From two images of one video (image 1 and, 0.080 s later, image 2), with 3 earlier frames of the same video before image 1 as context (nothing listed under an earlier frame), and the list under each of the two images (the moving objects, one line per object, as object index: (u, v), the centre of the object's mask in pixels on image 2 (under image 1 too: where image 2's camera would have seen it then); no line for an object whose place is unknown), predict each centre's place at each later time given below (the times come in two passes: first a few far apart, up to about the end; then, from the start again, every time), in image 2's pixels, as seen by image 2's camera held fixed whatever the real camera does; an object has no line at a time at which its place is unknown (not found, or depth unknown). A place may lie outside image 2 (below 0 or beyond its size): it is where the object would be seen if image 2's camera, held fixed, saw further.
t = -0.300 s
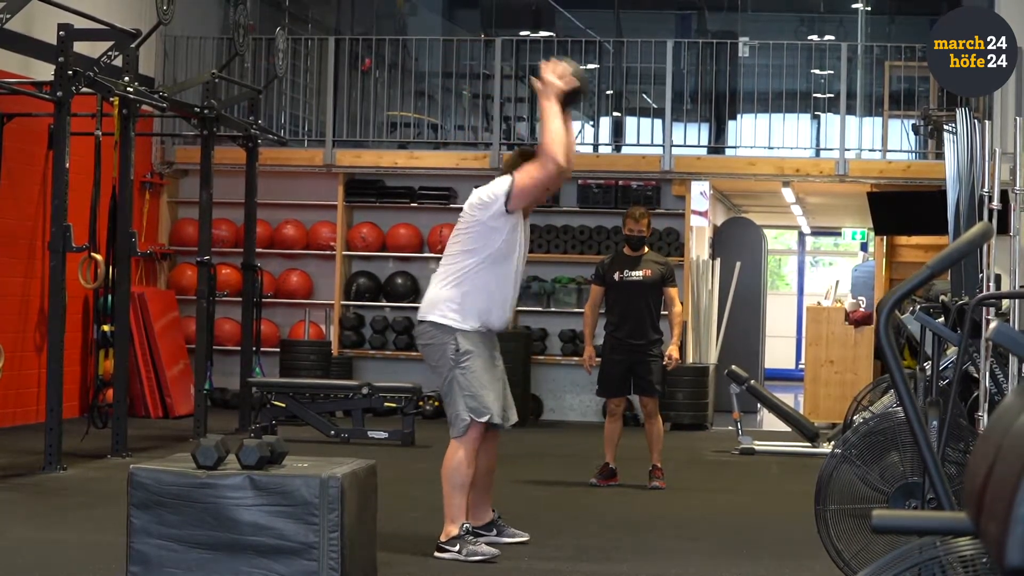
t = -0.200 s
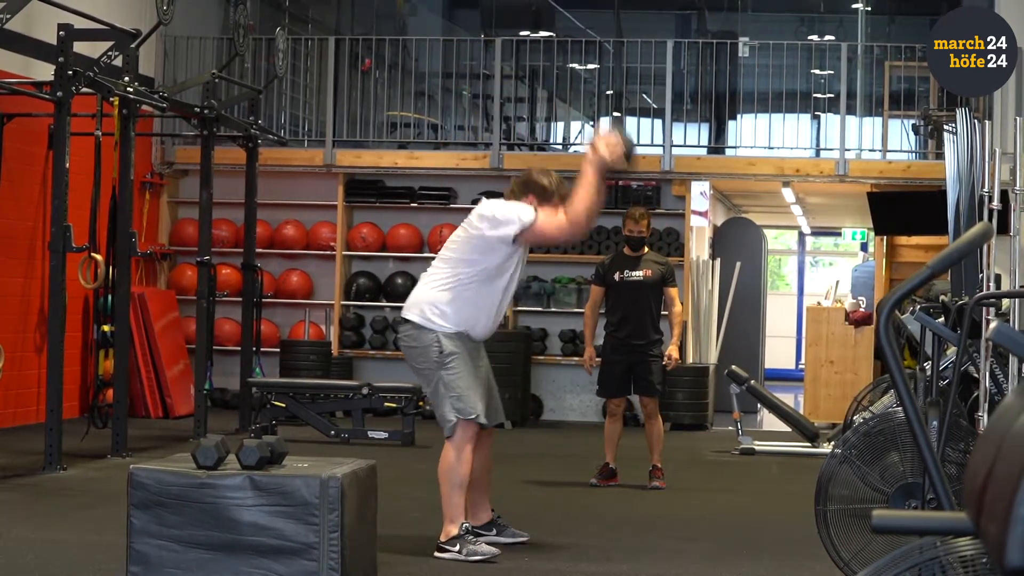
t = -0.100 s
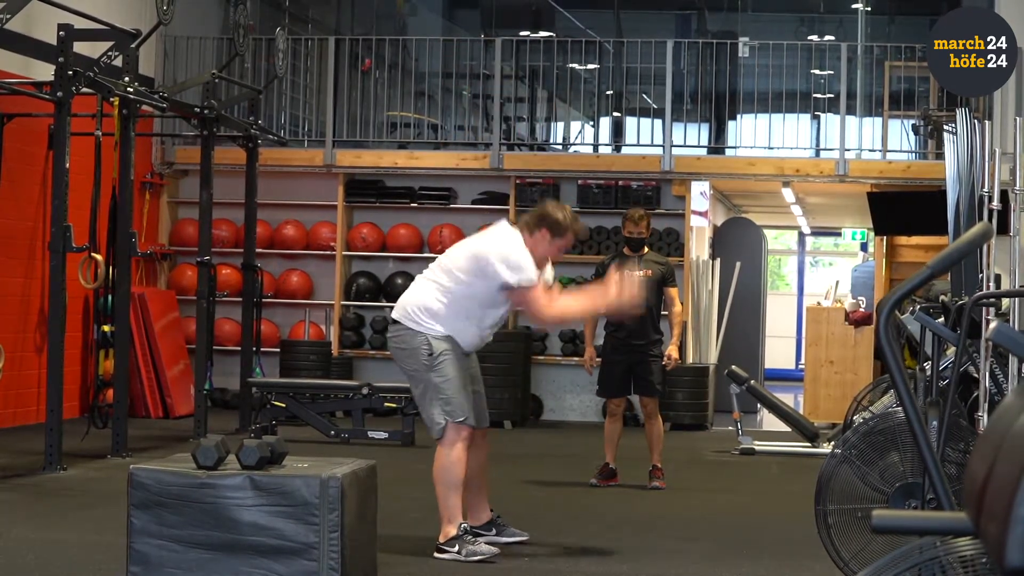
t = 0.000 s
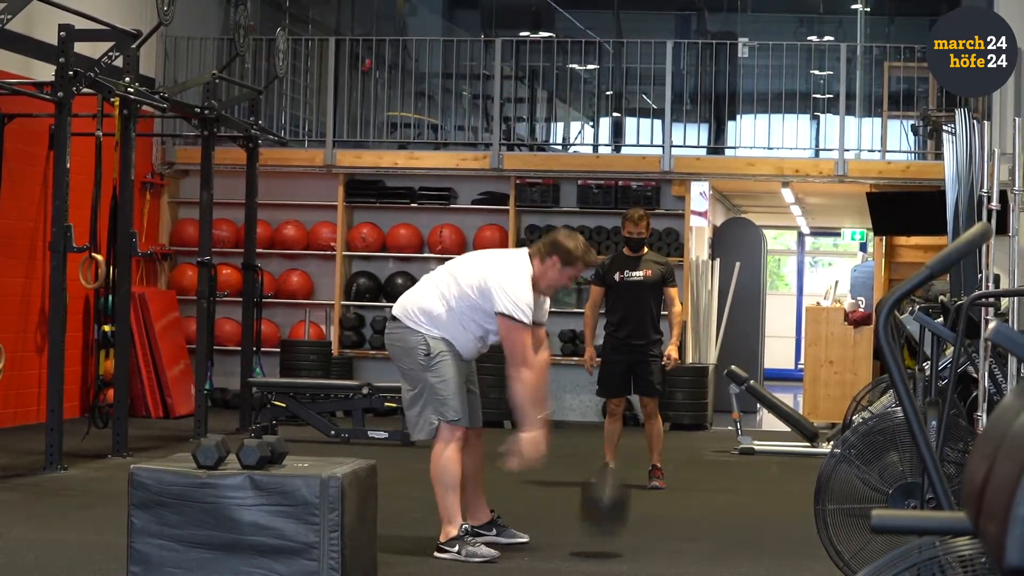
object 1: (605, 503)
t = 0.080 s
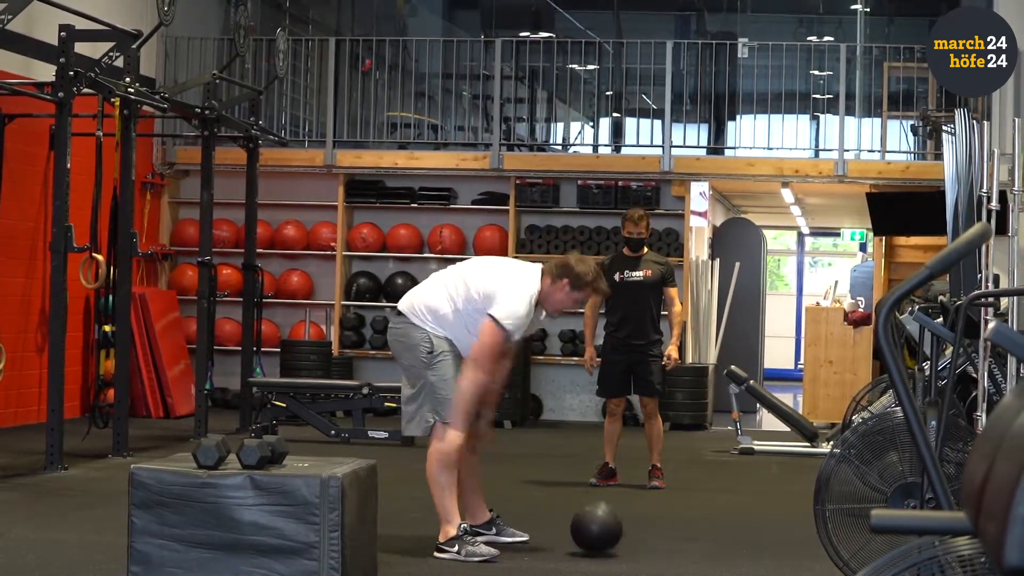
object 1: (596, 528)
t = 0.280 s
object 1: (579, 524)
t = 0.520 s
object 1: (567, 530)
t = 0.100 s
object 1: (595, 523)
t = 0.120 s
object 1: (594, 521)
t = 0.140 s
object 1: (592, 518)
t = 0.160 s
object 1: (590, 516)
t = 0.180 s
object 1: (588, 515)
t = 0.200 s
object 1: (587, 515)
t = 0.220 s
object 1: (585, 517)
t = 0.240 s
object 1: (583, 518)
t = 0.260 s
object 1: (581, 521)
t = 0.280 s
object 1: (579, 524)
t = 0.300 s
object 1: (577, 530)
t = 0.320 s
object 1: (576, 532)
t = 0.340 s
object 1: (575, 533)
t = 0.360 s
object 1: (573, 532)
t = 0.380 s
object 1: (573, 531)
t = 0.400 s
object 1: (571, 531)
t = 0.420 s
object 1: (570, 531)
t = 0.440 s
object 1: (569, 531)
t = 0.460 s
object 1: (569, 531)
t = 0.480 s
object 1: (568, 531)
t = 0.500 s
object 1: (567, 531)
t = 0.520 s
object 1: (567, 530)
